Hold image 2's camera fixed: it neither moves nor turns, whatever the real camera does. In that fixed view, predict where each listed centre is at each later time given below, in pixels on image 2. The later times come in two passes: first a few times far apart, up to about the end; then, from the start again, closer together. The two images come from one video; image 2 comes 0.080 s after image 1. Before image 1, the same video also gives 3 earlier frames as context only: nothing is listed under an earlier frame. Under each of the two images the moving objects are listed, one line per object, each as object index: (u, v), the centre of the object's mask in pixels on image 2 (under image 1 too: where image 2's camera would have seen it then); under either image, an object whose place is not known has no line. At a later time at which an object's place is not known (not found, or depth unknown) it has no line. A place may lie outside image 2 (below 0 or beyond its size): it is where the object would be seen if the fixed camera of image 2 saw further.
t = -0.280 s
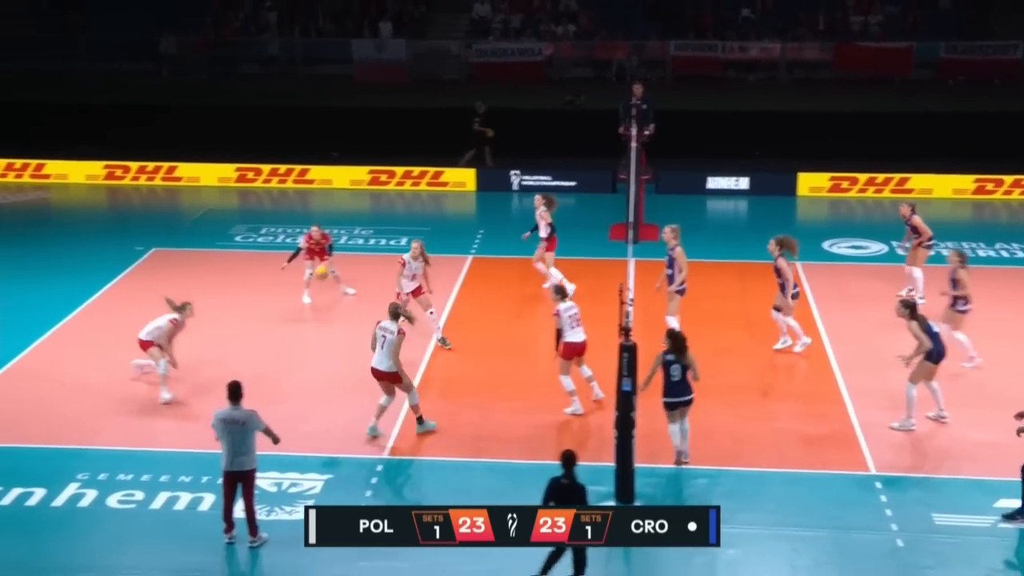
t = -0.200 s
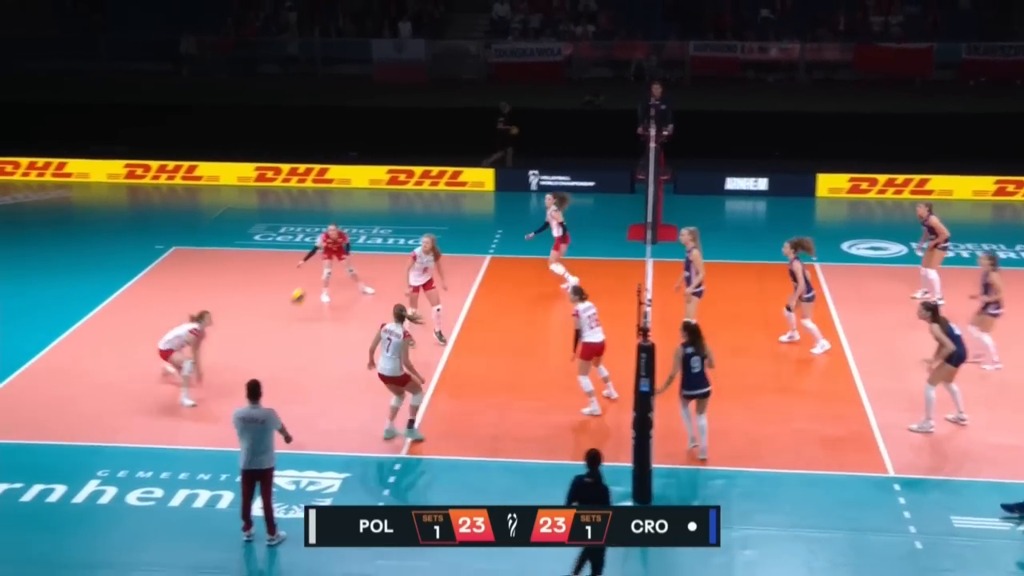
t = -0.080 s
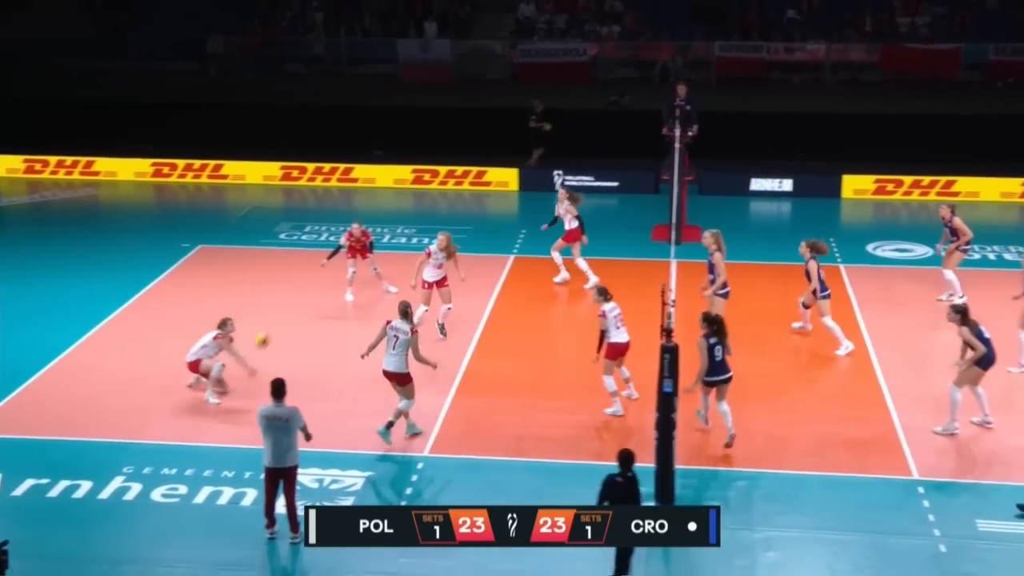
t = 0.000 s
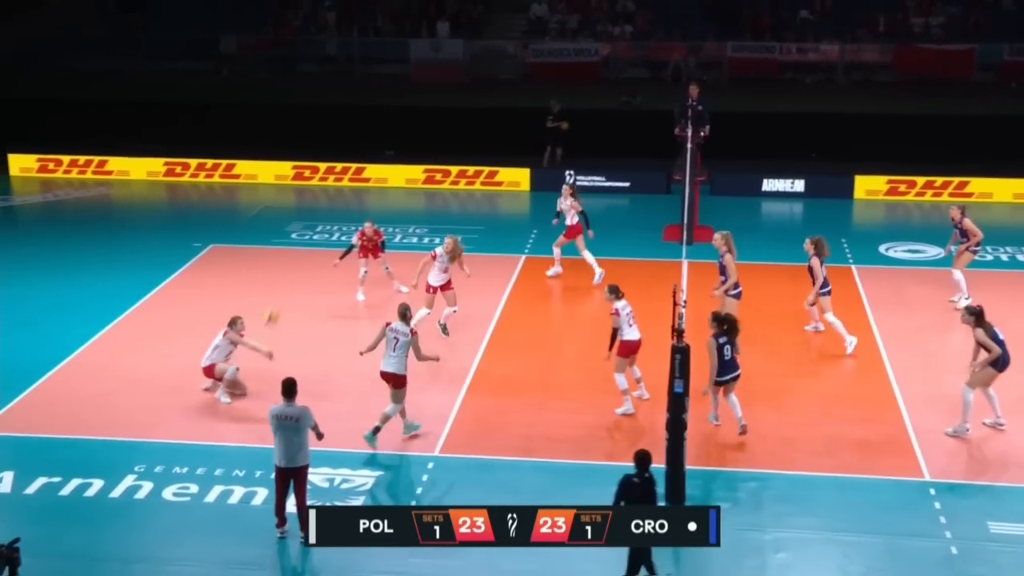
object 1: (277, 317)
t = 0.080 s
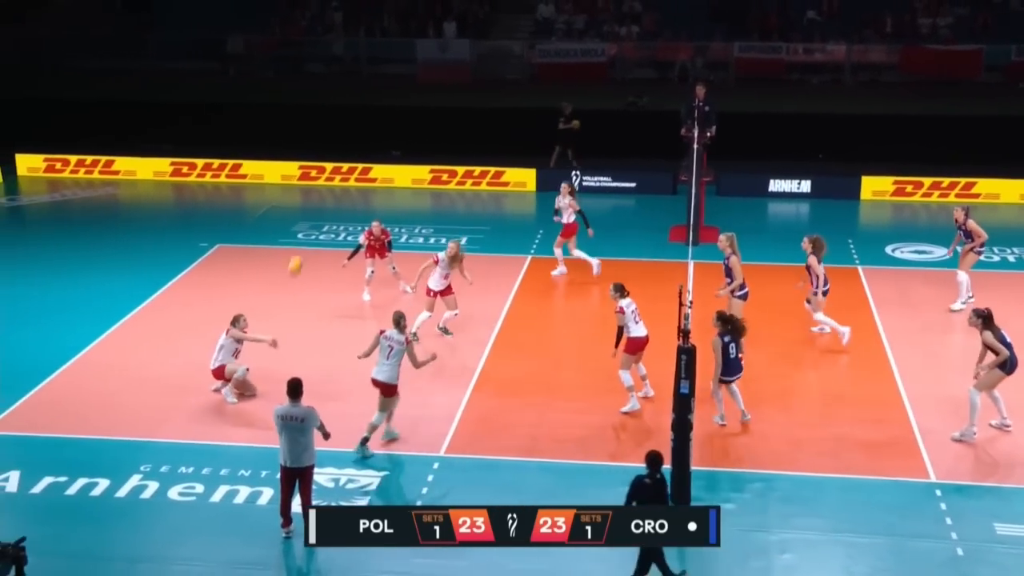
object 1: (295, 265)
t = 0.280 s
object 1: (338, 157)
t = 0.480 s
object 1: (378, 81)
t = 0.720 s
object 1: (426, 23)
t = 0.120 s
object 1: (302, 241)
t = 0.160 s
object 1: (312, 220)
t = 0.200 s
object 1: (320, 200)
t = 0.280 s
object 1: (338, 157)
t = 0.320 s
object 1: (345, 142)
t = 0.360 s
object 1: (353, 125)
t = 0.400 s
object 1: (362, 109)
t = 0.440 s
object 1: (370, 94)
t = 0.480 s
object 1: (378, 81)
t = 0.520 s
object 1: (387, 68)
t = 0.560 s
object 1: (394, 56)
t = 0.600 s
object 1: (402, 46)
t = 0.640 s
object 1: (411, 37)
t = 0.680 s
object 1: (418, 29)
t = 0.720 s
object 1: (426, 23)
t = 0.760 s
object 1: (434, 18)
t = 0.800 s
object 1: (442, 13)
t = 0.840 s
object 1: (450, 11)
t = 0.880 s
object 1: (458, 9)
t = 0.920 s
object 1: (466, 9)
